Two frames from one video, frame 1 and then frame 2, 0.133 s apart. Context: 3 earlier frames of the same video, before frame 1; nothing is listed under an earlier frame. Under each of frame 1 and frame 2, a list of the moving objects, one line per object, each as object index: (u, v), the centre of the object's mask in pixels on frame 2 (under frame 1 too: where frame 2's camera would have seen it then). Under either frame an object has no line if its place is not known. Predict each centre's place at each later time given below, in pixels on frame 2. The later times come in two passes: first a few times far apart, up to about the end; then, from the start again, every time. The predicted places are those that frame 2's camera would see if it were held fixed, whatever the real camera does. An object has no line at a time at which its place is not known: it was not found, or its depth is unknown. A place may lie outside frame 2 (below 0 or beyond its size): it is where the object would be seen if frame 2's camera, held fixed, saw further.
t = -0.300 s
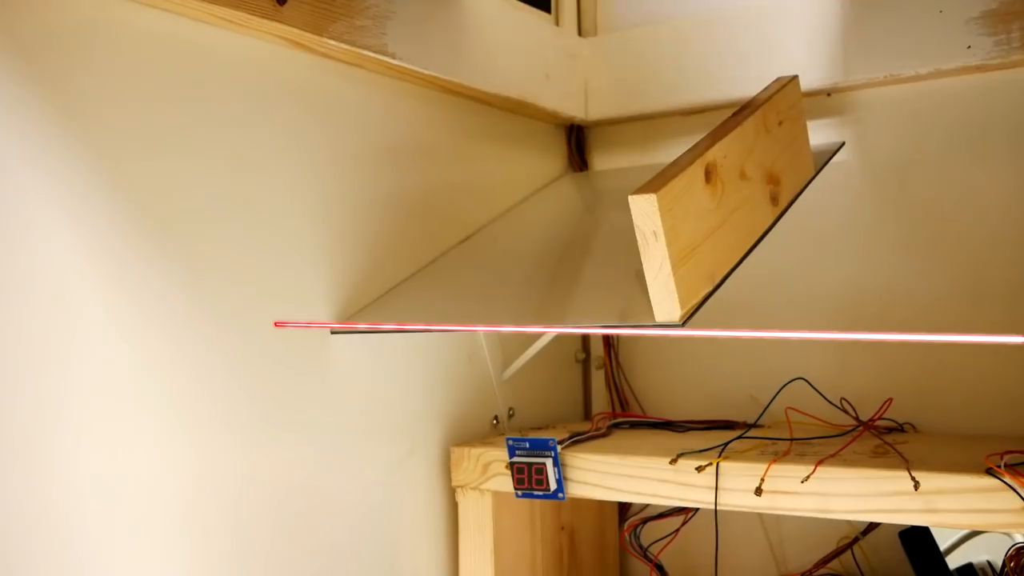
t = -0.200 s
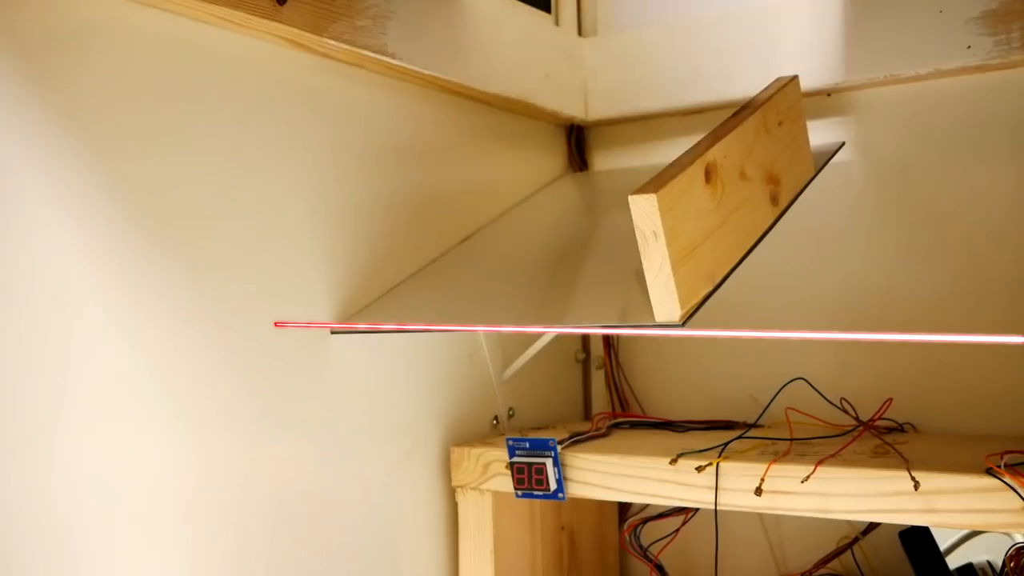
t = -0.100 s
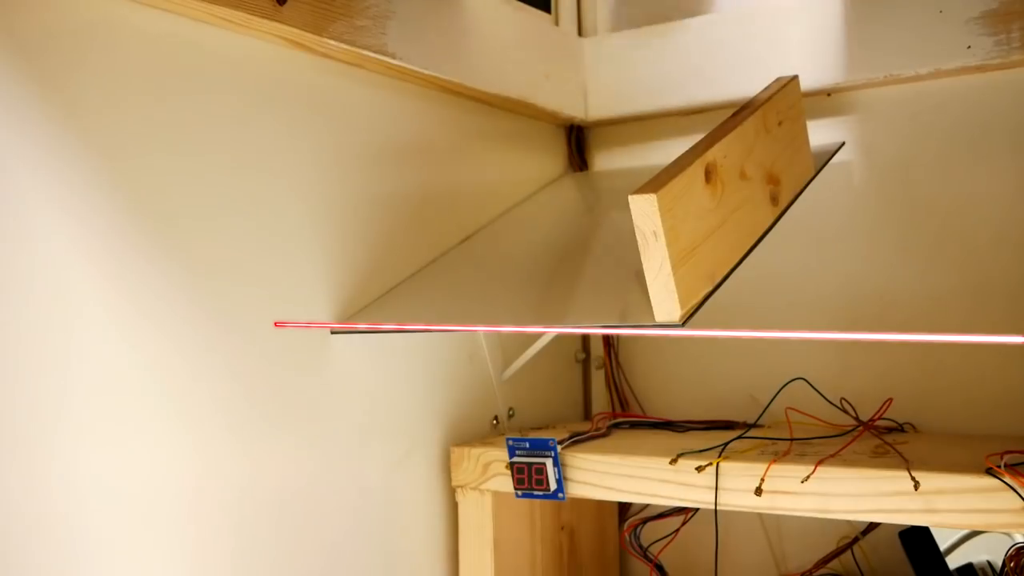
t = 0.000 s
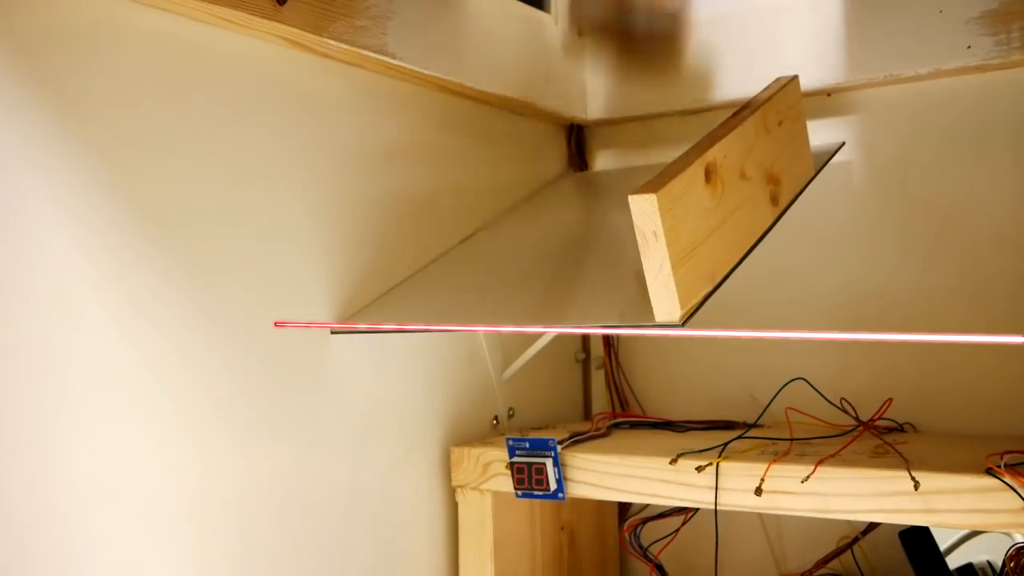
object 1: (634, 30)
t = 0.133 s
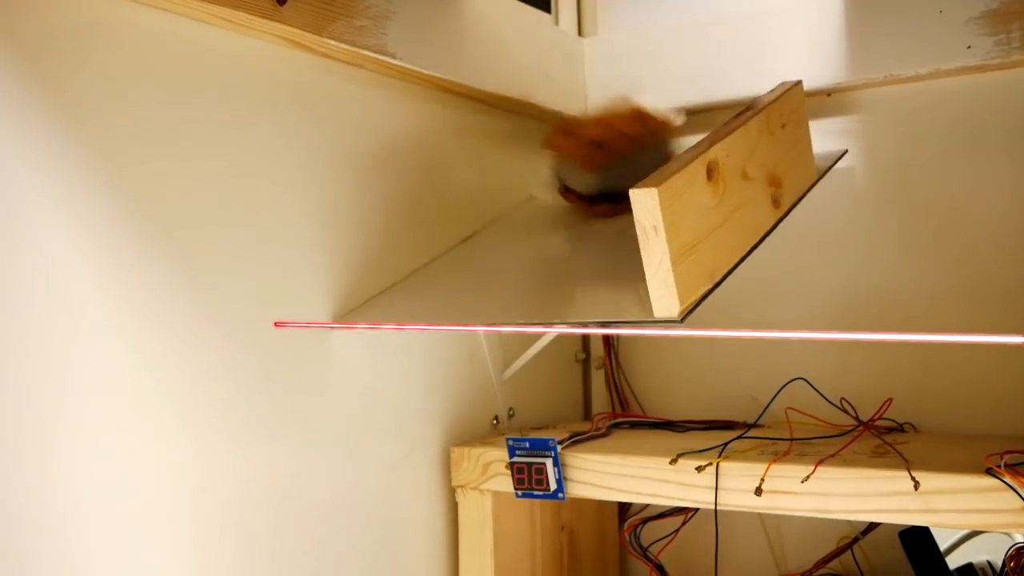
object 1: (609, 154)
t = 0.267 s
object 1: (555, 114)
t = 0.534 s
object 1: (478, 169)
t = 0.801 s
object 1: (403, 229)
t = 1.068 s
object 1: (277, 470)
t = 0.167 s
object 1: (598, 144)
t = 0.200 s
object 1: (585, 130)
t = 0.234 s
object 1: (571, 121)
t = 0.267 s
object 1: (555, 114)
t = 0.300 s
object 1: (541, 111)
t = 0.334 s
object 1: (528, 110)
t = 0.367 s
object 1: (517, 111)
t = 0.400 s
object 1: (509, 114)
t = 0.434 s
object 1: (499, 122)
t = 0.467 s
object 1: (491, 133)
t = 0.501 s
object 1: (485, 148)
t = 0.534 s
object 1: (478, 169)
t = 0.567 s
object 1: (472, 190)
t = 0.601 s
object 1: (463, 208)
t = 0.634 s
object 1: (456, 225)
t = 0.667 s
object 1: (452, 222)
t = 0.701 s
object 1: (444, 219)
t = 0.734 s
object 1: (429, 220)
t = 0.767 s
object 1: (418, 221)
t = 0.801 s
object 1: (403, 229)
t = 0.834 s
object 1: (390, 245)
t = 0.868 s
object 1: (377, 261)
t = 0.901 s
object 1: (364, 278)
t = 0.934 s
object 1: (349, 304)
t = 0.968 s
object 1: (325, 339)
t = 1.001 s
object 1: (305, 380)
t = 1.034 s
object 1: (290, 424)
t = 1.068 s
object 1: (277, 470)
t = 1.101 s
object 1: (278, 492)
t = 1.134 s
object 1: (263, 520)
